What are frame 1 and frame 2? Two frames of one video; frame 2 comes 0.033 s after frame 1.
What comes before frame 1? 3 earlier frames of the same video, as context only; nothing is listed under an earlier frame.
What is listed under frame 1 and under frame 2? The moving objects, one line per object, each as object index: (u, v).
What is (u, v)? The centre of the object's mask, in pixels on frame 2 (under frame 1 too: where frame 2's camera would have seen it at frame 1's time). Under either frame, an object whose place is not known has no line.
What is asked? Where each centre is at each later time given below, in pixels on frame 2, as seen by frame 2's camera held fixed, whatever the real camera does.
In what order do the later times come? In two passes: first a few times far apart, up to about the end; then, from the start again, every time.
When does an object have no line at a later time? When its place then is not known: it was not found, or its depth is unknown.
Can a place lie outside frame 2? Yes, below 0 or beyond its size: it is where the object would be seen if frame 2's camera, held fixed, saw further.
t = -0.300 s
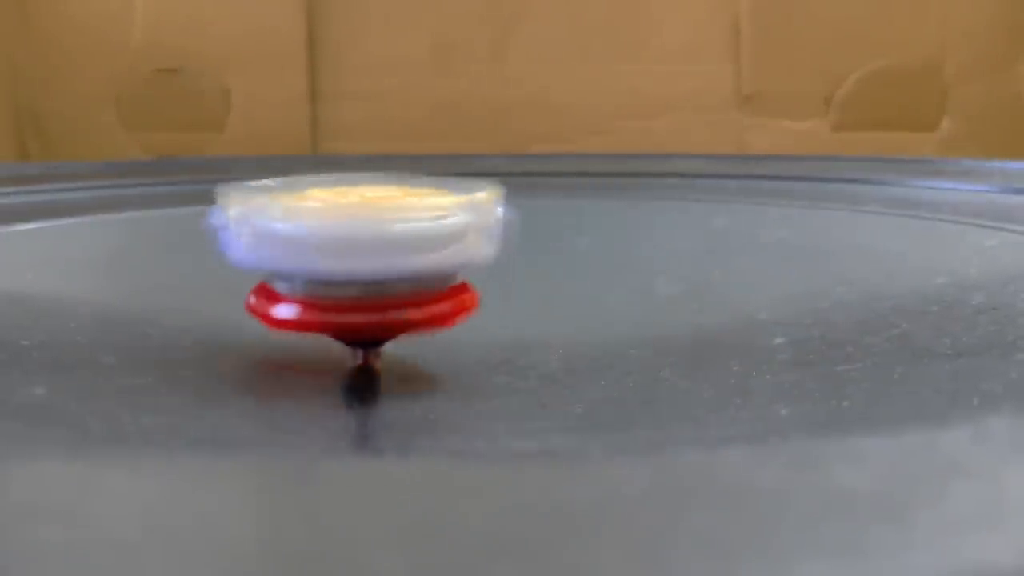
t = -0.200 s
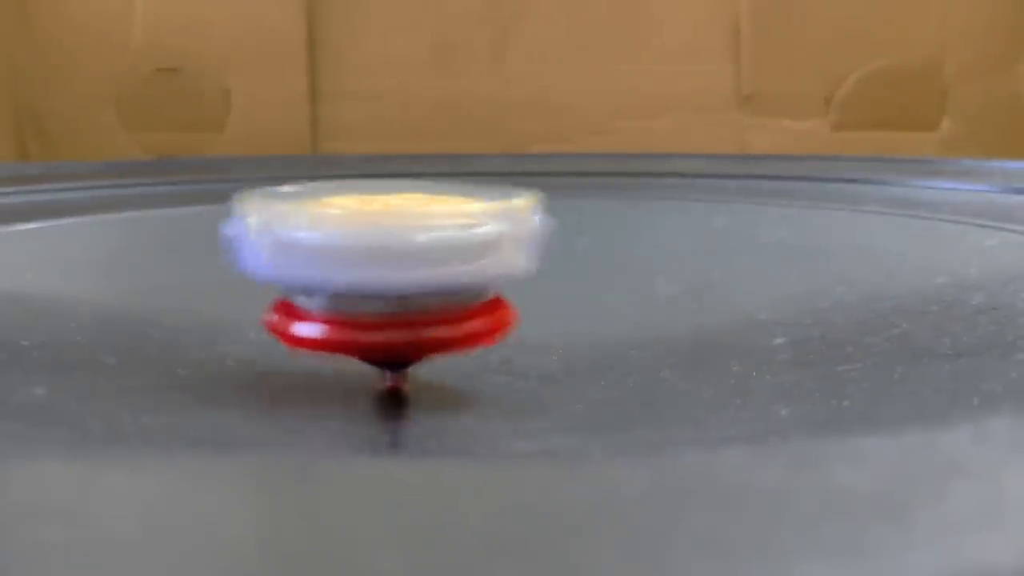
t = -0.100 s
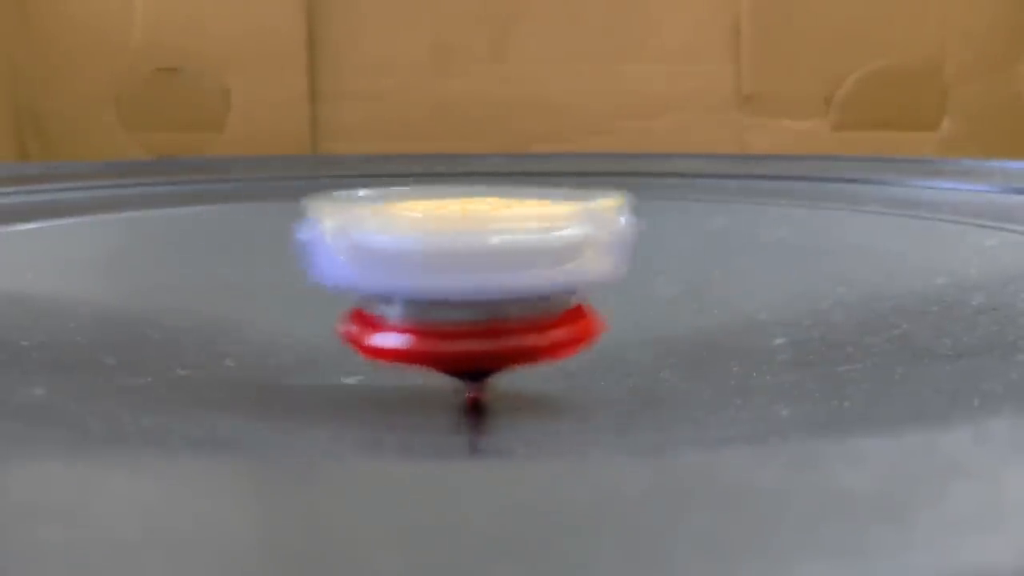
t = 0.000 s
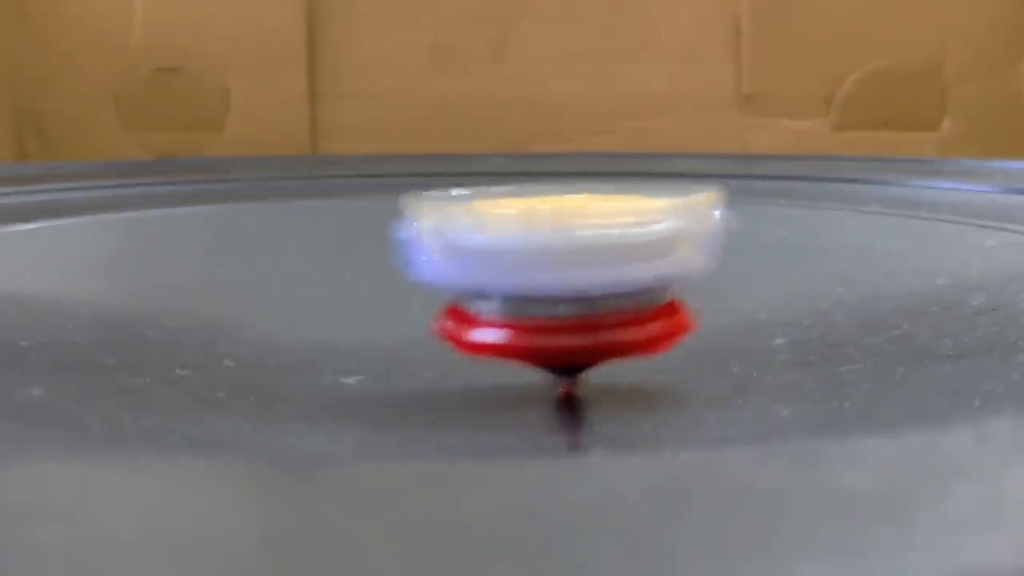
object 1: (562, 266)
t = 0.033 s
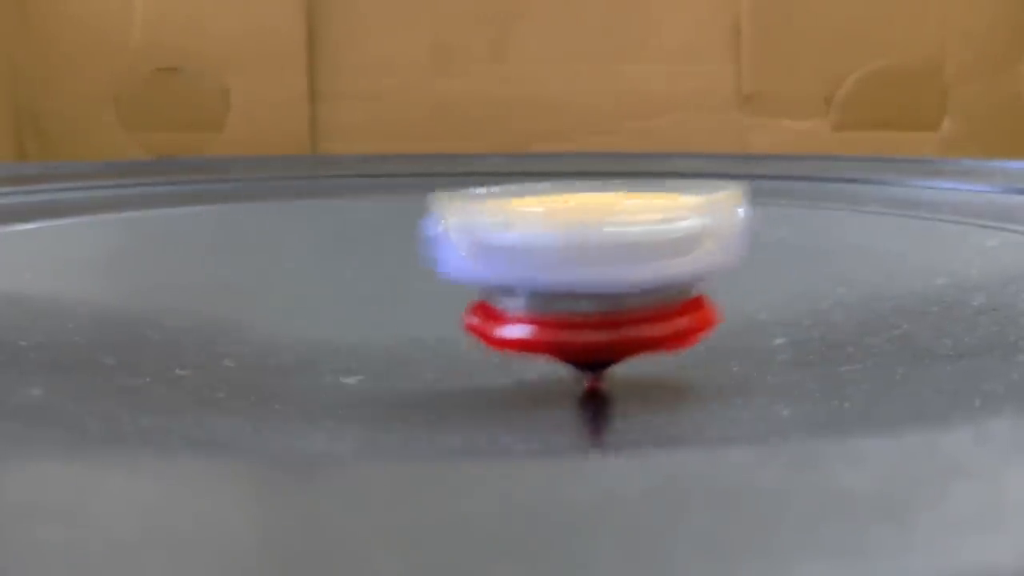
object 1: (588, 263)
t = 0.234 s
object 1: (610, 240)
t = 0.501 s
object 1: (425, 237)
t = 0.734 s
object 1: (365, 262)
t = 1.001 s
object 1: (575, 264)
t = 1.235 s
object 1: (581, 238)
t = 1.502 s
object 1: (409, 236)
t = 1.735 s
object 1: (381, 263)
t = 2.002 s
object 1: (590, 262)
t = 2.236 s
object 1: (588, 238)
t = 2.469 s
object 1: (432, 237)
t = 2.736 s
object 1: (373, 263)
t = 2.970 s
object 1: (552, 267)
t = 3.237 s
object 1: (579, 238)
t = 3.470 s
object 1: (437, 234)
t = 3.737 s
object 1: (384, 262)
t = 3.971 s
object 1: (546, 268)
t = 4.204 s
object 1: (609, 246)
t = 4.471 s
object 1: (461, 236)
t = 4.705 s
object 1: (364, 253)
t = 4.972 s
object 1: (498, 269)
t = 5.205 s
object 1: (605, 250)
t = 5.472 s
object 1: (501, 233)
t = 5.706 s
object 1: (384, 248)
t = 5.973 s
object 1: (450, 269)
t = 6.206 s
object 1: (592, 259)
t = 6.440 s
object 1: (561, 239)
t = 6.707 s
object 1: (415, 239)
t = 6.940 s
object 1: (381, 260)
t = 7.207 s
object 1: (544, 266)
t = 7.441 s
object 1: (604, 246)
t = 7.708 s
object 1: (482, 238)
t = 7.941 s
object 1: (380, 254)
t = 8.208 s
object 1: (478, 270)
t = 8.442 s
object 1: (586, 255)
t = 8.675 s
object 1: (541, 238)
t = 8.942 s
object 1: (425, 243)
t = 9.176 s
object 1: (394, 260)
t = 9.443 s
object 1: (506, 268)
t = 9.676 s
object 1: (582, 256)
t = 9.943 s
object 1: (529, 241)
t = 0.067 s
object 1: (608, 260)
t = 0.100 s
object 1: (620, 256)
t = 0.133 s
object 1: (628, 252)
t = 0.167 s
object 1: (628, 248)
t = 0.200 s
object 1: (623, 244)
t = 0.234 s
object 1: (610, 240)
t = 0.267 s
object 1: (593, 237)
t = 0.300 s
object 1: (573, 235)
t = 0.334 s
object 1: (549, 234)
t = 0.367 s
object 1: (523, 234)
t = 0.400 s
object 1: (497, 233)
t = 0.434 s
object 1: (472, 234)
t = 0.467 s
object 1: (447, 235)
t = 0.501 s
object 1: (425, 237)
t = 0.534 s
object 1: (404, 240)
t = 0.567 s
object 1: (384, 243)
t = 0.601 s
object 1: (369, 246)
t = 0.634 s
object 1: (359, 250)
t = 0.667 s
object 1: (355, 255)
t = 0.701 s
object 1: (357, 258)
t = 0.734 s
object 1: (365, 262)
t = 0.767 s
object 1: (381, 265)
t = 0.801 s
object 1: (403, 268)
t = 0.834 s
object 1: (430, 270)
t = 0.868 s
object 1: (461, 271)
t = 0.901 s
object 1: (493, 271)
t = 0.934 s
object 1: (525, 270)
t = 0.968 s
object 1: (553, 267)
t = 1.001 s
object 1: (575, 264)
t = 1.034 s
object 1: (591, 261)
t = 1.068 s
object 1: (604, 257)
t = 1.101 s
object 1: (611, 253)
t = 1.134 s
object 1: (612, 249)
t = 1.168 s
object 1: (606, 244)
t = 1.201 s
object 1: (596, 241)
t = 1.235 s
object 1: (581, 238)
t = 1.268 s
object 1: (563, 235)
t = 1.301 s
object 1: (542, 232)
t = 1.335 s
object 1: (521, 231)
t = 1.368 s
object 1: (498, 230)
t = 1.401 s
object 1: (475, 231)
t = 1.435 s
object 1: (453, 232)
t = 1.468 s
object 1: (430, 233)
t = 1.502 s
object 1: (409, 236)
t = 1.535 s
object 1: (392, 239)
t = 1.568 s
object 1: (377, 242)
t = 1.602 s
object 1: (367, 246)
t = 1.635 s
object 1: (361, 250)
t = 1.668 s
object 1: (362, 255)
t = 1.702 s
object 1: (369, 259)
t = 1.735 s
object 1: (381, 263)
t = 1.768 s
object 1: (402, 266)
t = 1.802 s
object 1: (426, 268)
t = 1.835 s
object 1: (454, 269)
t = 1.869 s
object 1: (484, 270)
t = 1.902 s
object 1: (512, 269)
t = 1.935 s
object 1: (541, 268)
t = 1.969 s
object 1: (568, 265)
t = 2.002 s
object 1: (590, 262)
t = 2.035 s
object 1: (607, 259)
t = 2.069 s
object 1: (618, 255)
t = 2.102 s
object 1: (622, 251)
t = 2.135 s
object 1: (623, 247)
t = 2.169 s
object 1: (617, 243)
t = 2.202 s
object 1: (605, 240)
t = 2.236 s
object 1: (588, 238)
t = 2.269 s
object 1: (569, 236)
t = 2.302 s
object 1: (548, 234)
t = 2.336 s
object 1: (526, 234)
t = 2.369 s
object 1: (502, 234)
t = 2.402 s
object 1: (477, 234)
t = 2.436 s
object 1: (452, 236)
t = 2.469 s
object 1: (432, 237)
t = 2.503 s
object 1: (412, 239)
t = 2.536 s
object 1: (394, 242)
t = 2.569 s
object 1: (377, 245)
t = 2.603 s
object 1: (365, 248)
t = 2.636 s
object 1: (359, 252)
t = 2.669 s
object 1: (357, 256)
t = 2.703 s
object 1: (362, 260)
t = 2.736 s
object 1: (373, 263)
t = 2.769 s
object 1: (391, 266)
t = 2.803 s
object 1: (413, 269)
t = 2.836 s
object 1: (438, 269)
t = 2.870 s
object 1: (467, 271)
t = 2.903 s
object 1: (499, 271)
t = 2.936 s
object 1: (528, 269)
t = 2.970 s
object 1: (552, 267)
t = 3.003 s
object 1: (571, 263)
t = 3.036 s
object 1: (589, 260)
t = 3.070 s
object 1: (600, 257)
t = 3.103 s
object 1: (606, 253)
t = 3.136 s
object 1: (605, 249)
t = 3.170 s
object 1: (602, 245)
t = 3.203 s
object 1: (594, 241)
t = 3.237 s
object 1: (579, 238)
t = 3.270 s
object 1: (563, 235)
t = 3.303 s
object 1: (545, 234)
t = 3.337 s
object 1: (523, 232)
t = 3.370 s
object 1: (500, 232)
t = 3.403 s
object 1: (479, 232)
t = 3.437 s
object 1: (459, 233)
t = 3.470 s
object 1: (437, 234)
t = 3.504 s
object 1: (418, 236)
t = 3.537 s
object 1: (401, 239)
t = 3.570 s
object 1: (388, 242)
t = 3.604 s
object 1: (377, 245)
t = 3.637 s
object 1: (369, 250)
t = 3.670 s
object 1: (367, 254)
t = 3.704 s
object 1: (372, 258)
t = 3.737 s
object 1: (384, 262)
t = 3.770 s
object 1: (399, 264)
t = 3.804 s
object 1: (416, 267)
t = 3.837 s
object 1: (437, 269)
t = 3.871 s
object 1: (466, 270)
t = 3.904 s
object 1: (493, 270)
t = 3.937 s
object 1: (519, 269)
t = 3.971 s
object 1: (546, 268)
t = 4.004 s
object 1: (570, 265)
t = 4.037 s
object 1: (587, 262)
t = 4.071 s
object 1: (601, 259)
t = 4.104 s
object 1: (611, 256)
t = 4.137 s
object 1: (615, 252)
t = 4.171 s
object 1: (614, 249)
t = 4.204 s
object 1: (609, 246)
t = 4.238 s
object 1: (598, 242)
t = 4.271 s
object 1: (585, 240)
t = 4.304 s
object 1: (567, 238)
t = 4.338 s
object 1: (546, 236)
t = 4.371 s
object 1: (526, 235)
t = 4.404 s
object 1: (506, 235)
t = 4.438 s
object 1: (482, 236)
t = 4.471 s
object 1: (461, 236)
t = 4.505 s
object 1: (442, 237)
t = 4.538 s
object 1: (422, 239)
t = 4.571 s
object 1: (404, 241)
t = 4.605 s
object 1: (390, 244)
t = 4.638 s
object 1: (376, 246)
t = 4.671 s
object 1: (367, 250)
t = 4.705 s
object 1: (364, 253)
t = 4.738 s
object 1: (364, 256)
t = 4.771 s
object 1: (372, 259)
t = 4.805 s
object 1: (382, 263)
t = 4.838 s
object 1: (400, 266)
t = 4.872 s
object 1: (422, 268)
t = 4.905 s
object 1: (443, 269)
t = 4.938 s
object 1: (471, 270)
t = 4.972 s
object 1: (498, 269)
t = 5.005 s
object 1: (521, 268)
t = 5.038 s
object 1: (547, 266)
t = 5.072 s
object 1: (567, 264)
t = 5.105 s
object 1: (582, 260)
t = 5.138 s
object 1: (595, 257)
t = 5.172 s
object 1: (601, 254)
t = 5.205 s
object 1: (605, 250)
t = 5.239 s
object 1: (603, 247)
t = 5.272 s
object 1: (598, 243)
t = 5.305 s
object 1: (587, 240)
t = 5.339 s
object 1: (573, 237)
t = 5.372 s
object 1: (559, 235)
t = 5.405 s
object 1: (539, 234)
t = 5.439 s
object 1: (519, 233)
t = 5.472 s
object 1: (501, 233)
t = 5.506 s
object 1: (478, 234)
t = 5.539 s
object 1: (461, 235)
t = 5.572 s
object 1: (442, 236)
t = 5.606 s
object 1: (425, 239)
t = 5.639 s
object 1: (410, 241)
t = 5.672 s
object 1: (396, 244)
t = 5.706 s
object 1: (384, 248)
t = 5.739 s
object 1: (379, 251)
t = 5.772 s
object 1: (376, 254)
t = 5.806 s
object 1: (377, 258)
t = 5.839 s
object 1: (383, 261)
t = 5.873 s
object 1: (395, 265)
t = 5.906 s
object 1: (410, 267)
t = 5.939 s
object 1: (433, 269)
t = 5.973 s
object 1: (450, 269)
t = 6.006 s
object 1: (477, 270)
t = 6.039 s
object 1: (502, 270)
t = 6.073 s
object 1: (526, 269)
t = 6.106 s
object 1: (548, 267)
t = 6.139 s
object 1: (565, 265)
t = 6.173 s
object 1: (582, 262)
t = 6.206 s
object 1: (592, 259)
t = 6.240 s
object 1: (600, 256)
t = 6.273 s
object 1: (603, 253)
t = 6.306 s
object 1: (602, 250)
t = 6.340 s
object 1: (596, 247)
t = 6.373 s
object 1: (588, 245)
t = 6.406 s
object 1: (575, 242)
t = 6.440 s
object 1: (561, 239)
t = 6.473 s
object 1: (543, 237)
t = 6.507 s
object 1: (525, 236)
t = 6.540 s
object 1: (507, 235)
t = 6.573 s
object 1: (486, 235)
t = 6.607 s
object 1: (469, 236)
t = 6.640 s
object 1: (447, 236)
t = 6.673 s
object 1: (433, 237)
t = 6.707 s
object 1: (415, 239)
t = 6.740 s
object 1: (401, 241)
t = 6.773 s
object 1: (387, 244)
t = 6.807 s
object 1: (377, 247)
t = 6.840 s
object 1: (373, 250)
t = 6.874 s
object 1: (371, 254)
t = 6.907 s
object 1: (374, 257)
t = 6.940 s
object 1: (381, 260)
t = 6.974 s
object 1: (393, 263)
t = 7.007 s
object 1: (411, 265)
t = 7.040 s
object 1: (427, 267)
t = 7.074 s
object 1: (452, 269)
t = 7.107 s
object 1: (472, 269)
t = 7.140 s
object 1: (500, 269)
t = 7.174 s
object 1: (520, 268)
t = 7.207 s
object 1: (544, 266)
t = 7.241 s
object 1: (562, 264)
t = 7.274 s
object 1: (579, 261)
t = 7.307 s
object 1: (591, 258)
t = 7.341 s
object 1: (601, 255)
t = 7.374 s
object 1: (605, 253)
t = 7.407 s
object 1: (607, 250)
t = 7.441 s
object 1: (604, 246)
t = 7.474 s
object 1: (595, 244)
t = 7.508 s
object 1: (585, 242)
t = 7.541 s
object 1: (571, 240)
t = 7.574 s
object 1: (555, 238)
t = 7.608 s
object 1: (537, 237)
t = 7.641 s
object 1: (520, 237)
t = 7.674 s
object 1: (500, 237)
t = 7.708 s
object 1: (482, 238)
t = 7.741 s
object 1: (464, 239)
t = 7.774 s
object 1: (448, 241)
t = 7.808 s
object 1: (430, 242)
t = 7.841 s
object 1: (417, 244)
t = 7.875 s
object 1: (401, 247)
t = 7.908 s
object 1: (393, 249)
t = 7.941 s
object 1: (380, 254)
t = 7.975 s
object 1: (378, 257)
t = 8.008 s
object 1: (382, 260)
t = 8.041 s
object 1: (390, 262)
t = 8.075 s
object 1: (400, 265)
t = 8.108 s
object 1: (417, 267)
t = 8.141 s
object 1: (435, 269)
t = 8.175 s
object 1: (459, 270)
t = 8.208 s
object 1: (478, 270)
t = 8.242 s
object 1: (502, 269)
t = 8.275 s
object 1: (523, 268)
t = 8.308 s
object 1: (541, 266)
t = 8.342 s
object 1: (558, 264)
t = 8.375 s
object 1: (570, 261)
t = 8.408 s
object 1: (582, 258)
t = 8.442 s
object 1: (586, 255)
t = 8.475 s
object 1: (591, 253)
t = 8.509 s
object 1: (591, 250)
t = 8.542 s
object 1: (586, 247)
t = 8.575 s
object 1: (578, 245)
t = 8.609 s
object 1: (568, 242)
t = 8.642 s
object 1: (555, 240)
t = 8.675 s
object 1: (541, 238)
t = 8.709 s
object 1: (524, 238)
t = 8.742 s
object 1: (511, 237)
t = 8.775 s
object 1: (494, 237)
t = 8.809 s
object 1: (478, 238)
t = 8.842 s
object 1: (467, 239)
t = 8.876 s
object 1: (450, 240)
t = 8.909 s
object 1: (439, 242)
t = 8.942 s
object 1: (425, 243)
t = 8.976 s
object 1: (417, 246)
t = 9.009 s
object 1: (408, 248)
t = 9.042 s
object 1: (401, 250)
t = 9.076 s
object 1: (396, 252)
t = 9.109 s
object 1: (391, 254)
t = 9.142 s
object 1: (390, 257)
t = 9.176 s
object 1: (394, 260)
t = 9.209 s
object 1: (400, 262)
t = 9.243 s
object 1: (408, 264)
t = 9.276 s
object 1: (421, 266)
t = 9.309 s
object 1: (435, 268)
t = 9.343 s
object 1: (452, 269)
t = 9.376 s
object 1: (470, 269)
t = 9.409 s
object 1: (487, 269)
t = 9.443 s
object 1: (506, 268)
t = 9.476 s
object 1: (522, 267)
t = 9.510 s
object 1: (537, 266)
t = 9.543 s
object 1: (551, 264)
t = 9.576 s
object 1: (561, 262)
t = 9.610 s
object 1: (574, 261)
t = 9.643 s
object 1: (580, 258)
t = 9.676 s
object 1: (582, 256)
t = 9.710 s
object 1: (584, 254)
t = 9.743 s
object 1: (584, 251)
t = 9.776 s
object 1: (579, 248)
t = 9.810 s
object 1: (572, 247)
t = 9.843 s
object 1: (564, 245)
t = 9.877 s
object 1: (555, 243)
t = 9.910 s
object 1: (541, 242)
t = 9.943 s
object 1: (529, 241)
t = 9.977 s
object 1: (516, 240)
